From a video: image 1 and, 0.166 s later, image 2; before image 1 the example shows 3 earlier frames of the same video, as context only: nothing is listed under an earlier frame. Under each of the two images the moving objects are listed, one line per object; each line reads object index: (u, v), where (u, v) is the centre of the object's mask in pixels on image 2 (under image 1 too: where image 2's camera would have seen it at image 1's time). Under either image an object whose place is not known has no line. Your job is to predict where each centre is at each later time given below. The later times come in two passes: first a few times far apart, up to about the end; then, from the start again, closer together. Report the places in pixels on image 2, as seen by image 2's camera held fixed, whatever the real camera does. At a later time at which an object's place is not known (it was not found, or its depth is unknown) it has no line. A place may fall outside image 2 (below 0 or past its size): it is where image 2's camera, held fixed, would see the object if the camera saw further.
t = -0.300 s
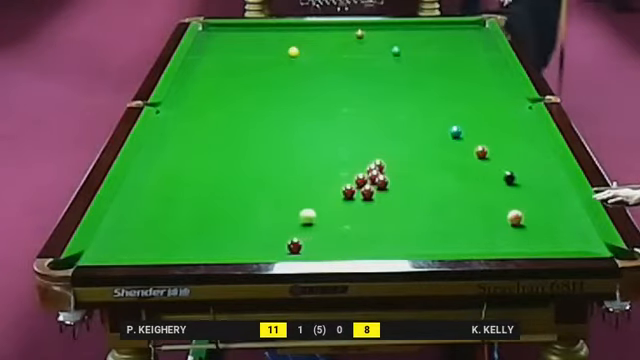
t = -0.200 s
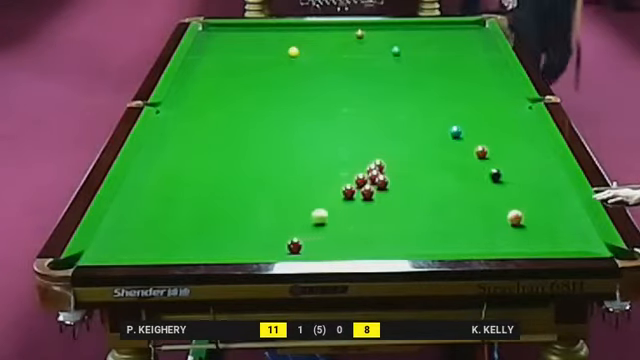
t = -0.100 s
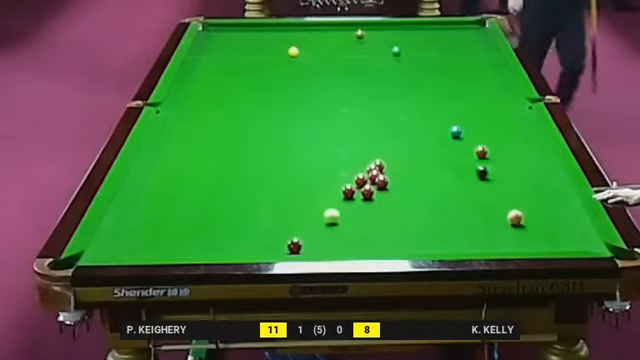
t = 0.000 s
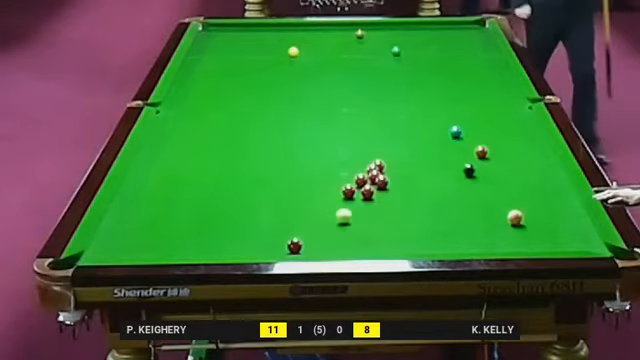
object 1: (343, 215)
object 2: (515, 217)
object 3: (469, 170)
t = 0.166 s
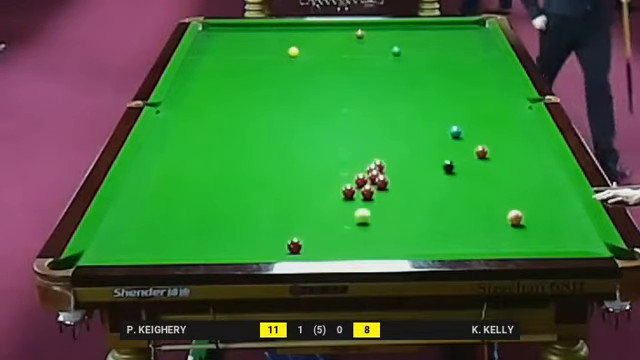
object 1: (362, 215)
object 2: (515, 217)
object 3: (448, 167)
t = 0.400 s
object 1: (387, 215)
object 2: (515, 217)
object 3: (421, 162)
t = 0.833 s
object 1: (428, 214)
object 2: (515, 217)
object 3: (376, 153)
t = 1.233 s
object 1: (461, 215)
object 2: (515, 217)
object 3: (340, 147)
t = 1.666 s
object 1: (491, 214)
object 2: (515, 217)
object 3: (306, 142)
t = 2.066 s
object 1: (503, 214)
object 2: (523, 218)
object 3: (279, 137)
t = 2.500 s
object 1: (506, 214)
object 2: (532, 219)
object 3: (254, 133)
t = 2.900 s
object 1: (506, 214)
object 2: (535, 219)
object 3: (235, 130)
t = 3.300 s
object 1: (506, 214)
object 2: (535, 219)
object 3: (220, 128)
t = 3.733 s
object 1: (506, 214)
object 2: (535, 219)
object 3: (206, 126)
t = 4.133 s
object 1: (506, 214)
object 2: (535, 219)
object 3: (198, 125)
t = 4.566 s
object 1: (506, 214)
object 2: (535, 219)
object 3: (193, 125)
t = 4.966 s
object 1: (506, 214)
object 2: (535, 219)
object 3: (193, 125)
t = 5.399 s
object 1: (506, 214)
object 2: (535, 219)
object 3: (193, 125)
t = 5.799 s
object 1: (506, 214)
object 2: (535, 219)
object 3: (193, 125)
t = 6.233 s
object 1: (506, 214)
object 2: (535, 219)
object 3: (193, 125)
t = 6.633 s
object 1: (506, 214)
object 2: (535, 219)
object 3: (193, 125)
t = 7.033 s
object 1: (506, 214)
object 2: (535, 219)
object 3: (193, 125)
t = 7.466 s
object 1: (506, 214)
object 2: (535, 219)
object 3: (193, 125)
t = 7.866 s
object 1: (506, 214)
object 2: (535, 219)
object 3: (193, 125)
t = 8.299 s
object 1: (506, 214)
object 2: (535, 219)
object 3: (193, 125)
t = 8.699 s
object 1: (506, 214)
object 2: (535, 219)
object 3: (193, 125)
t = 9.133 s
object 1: (506, 214)
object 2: (535, 219)
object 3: (193, 125)
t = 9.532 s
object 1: (506, 214)
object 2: (535, 219)
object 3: (193, 125)
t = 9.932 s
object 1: (506, 214)
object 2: (535, 219)
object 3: (193, 125)
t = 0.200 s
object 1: (365, 215)
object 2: (515, 217)
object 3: (444, 166)
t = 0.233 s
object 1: (369, 215)
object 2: (515, 217)
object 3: (440, 165)
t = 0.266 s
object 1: (373, 215)
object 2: (515, 217)
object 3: (436, 164)
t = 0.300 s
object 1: (377, 215)
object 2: (515, 217)
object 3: (432, 163)
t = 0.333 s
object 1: (380, 215)
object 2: (515, 217)
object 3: (429, 163)
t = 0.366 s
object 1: (383, 215)
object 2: (515, 217)
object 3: (425, 163)
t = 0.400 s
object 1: (387, 215)
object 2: (515, 217)
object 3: (421, 162)
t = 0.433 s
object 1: (390, 215)
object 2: (515, 217)
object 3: (417, 161)
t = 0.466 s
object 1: (393, 215)
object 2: (515, 217)
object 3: (413, 160)
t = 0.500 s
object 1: (397, 215)
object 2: (515, 217)
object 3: (410, 159)
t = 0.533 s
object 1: (400, 215)
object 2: (515, 217)
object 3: (406, 159)
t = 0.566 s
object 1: (403, 215)
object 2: (515, 217)
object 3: (403, 158)
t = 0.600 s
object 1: (407, 215)
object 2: (515, 217)
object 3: (399, 158)
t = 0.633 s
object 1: (410, 215)
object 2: (515, 217)
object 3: (396, 157)
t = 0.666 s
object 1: (413, 215)
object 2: (515, 217)
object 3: (392, 156)
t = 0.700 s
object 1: (416, 214)
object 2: (515, 217)
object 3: (389, 155)
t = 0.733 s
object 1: (419, 214)
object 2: (515, 217)
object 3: (386, 155)
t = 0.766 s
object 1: (422, 215)
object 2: (515, 217)
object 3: (383, 154)
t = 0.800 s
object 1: (425, 215)
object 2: (515, 217)
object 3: (380, 153)
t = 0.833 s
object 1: (428, 214)
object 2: (515, 217)
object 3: (376, 153)
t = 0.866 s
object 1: (431, 214)
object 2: (515, 217)
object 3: (373, 153)
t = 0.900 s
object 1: (434, 214)
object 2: (515, 217)
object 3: (370, 152)
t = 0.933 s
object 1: (437, 215)
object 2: (515, 217)
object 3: (367, 151)
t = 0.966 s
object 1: (439, 215)
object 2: (515, 217)
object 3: (364, 151)
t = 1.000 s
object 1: (442, 215)
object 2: (515, 217)
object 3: (361, 151)
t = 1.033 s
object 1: (445, 214)
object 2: (515, 217)
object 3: (358, 150)
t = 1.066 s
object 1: (448, 214)
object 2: (515, 217)
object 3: (355, 150)
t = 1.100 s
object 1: (450, 215)
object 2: (515, 217)
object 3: (352, 149)
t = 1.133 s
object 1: (453, 214)
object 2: (515, 217)
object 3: (349, 148)
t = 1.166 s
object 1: (456, 215)
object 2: (515, 217)
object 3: (346, 148)
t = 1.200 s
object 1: (458, 214)
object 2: (515, 217)
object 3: (343, 147)
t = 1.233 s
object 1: (461, 215)
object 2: (515, 217)
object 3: (340, 147)
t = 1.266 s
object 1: (463, 215)
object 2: (515, 217)
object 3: (338, 147)
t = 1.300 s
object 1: (466, 215)
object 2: (515, 217)
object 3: (335, 146)
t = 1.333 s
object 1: (468, 215)
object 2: (515, 217)
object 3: (332, 146)
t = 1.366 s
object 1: (471, 215)
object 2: (515, 217)
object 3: (329, 145)
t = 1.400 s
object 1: (473, 214)
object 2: (515, 217)
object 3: (327, 145)
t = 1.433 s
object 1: (475, 215)
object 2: (515, 217)
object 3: (324, 144)
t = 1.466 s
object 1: (478, 215)
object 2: (515, 217)
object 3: (322, 144)
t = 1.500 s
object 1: (480, 215)
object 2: (515, 217)
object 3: (319, 143)
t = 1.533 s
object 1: (483, 215)
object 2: (515, 217)
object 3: (316, 143)
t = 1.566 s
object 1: (484, 215)
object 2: (515, 217)
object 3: (314, 143)
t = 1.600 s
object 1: (487, 215)
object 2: (515, 217)
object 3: (312, 142)
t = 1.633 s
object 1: (489, 215)
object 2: (515, 217)
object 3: (309, 142)
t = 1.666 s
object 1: (491, 214)
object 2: (515, 217)
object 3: (306, 142)
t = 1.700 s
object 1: (493, 214)
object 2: (515, 217)
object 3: (304, 141)
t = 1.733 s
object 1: (495, 214)
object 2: (516, 217)
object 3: (302, 141)
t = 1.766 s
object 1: (497, 215)
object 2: (515, 217)
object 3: (299, 140)
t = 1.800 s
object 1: (499, 214)
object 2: (515, 217)
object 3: (297, 140)
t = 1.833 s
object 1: (500, 214)
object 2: (516, 217)
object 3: (295, 140)
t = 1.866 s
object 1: (501, 214)
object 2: (516, 217)
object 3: (293, 139)
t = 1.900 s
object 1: (501, 214)
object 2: (517, 217)
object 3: (290, 139)
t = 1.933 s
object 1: (502, 214)
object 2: (519, 217)
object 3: (288, 138)
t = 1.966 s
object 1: (502, 214)
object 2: (520, 217)
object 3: (286, 138)
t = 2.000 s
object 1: (503, 214)
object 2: (521, 217)
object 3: (284, 138)
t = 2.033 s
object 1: (503, 214)
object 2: (522, 217)
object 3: (282, 137)
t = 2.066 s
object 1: (503, 214)
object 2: (523, 218)
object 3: (279, 137)
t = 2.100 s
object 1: (504, 214)
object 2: (524, 218)
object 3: (277, 137)
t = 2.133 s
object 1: (504, 214)
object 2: (525, 218)
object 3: (275, 136)
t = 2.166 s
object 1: (505, 214)
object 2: (525, 218)
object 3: (274, 136)
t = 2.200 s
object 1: (505, 214)
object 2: (526, 218)
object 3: (271, 135)
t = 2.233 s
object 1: (505, 214)
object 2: (527, 218)
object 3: (269, 135)
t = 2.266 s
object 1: (505, 214)
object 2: (528, 218)
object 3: (267, 135)
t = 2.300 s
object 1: (505, 214)
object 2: (528, 218)
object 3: (265, 134)
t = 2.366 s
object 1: (506, 214)
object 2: (530, 219)
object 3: (262, 134)
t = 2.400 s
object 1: (506, 214)
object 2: (530, 219)
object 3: (260, 133)
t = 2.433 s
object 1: (506, 214)
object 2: (531, 218)
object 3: (258, 133)
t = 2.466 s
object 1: (506, 214)
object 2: (531, 219)
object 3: (256, 133)
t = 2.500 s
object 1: (506, 214)
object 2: (532, 219)
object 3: (254, 133)
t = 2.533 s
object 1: (506, 214)
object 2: (533, 219)
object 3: (253, 132)
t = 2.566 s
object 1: (506, 214)
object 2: (533, 219)
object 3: (251, 132)
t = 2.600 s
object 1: (506, 214)
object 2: (533, 219)
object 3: (249, 132)
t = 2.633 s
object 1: (506, 214)
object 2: (534, 219)
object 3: (248, 132)
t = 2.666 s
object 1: (506, 214)
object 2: (534, 219)
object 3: (246, 131)
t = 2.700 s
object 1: (506, 214)
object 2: (534, 219)
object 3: (244, 131)
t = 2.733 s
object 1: (506, 214)
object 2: (535, 219)
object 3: (242, 131)
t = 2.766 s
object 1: (506, 214)
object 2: (535, 219)
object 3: (241, 131)
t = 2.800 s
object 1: (506, 214)
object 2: (535, 219)
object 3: (240, 130)
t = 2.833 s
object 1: (506, 214)
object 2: (535, 219)
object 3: (238, 130)
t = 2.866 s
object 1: (506, 214)
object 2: (535, 219)
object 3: (237, 130)
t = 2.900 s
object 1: (506, 214)
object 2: (535, 219)
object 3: (235, 130)
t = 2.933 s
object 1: (506, 214)
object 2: (535, 219)
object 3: (234, 130)
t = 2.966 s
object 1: (506, 214)
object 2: (535, 219)
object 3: (232, 129)
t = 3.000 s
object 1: (506, 214)
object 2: (535, 219)
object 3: (231, 129)
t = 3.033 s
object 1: (506, 214)
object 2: (535, 219)
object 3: (230, 129)
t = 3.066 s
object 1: (506, 214)
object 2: (535, 219)
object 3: (228, 129)
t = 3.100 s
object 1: (506, 214)
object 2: (535, 219)
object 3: (227, 129)
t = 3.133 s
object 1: (506, 214)
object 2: (535, 219)
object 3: (225, 128)
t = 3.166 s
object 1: (506, 214)
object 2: (535, 219)
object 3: (224, 128)
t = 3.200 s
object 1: (506, 214)
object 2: (535, 219)
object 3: (223, 128)
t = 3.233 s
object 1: (506, 214)
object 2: (535, 219)
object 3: (222, 128)
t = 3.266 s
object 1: (506, 214)
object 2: (535, 219)
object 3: (220, 128)
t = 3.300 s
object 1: (506, 214)
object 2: (535, 219)
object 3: (220, 128)
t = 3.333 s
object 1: (506, 214)
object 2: (535, 219)
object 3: (218, 128)
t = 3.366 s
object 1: (506, 214)
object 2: (535, 219)
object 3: (217, 127)
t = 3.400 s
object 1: (506, 214)
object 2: (535, 219)
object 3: (216, 127)
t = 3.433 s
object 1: (506, 214)
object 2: (535, 219)
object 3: (215, 127)
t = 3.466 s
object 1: (506, 214)
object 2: (535, 219)
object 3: (214, 127)
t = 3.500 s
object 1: (506, 214)
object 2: (535, 219)
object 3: (213, 127)
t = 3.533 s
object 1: (506, 214)
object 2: (535, 219)
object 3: (212, 127)
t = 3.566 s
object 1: (506, 214)
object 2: (535, 219)
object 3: (211, 127)
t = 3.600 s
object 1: (506, 214)
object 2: (535, 219)
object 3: (210, 126)
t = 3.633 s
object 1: (506, 214)
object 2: (535, 219)
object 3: (209, 126)
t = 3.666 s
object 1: (506, 214)
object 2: (535, 219)
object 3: (208, 126)
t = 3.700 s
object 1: (506, 214)
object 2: (535, 219)
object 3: (207, 126)
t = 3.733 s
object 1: (506, 214)
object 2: (535, 219)
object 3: (206, 126)
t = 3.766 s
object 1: (506, 214)
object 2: (535, 219)
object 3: (206, 126)
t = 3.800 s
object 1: (506, 214)
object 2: (535, 219)
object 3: (205, 126)
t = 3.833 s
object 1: (506, 214)
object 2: (535, 219)
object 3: (204, 126)
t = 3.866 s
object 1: (506, 214)
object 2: (535, 219)
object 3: (203, 126)
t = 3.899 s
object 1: (506, 214)
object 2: (535, 219)
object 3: (202, 126)
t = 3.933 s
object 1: (506, 214)
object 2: (535, 219)
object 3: (202, 126)
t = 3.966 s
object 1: (506, 214)
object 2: (535, 219)
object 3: (201, 126)
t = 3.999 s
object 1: (506, 214)
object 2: (535, 219)
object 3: (200, 125)
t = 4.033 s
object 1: (506, 214)
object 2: (535, 219)
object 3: (200, 125)
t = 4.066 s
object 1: (506, 214)
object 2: (535, 219)
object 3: (199, 125)
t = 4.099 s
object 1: (506, 214)
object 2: (535, 219)
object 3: (199, 125)
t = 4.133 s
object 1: (506, 214)
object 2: (535, 219)
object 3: (198, 125)
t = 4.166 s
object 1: (506, 214)
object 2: (535, 219)
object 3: (198, 125)
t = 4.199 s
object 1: (506, 214)
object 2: (535, 219)
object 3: (197, 125)
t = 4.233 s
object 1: (506, 214)
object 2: (535, 219)
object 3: (197, 125)
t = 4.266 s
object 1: (506, 214)
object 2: (535, 219)
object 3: (196, 125)
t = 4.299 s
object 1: (506, 214)
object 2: (535, 219)
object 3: (196, 125)
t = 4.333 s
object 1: (506, 214)
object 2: (535, 219)
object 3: (196, 125)
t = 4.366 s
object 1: (506, 214)
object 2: (535, 219)
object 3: (195, 125)
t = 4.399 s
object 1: (506, 214)
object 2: (535, 219)
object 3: (194, 125)
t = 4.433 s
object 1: (506, 214)
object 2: (535, 219)
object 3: (194, 125)
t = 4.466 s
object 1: (506, 214)
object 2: (535, 219)
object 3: (194, 125)
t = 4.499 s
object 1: (506, 214)
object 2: (535, 219)
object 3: (194, 125)
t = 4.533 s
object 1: (506, 214)
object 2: (535, 219)
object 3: (194, 125)
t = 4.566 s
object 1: (506, 214)
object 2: (535, 219)
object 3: (193, 125)
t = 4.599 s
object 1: (506, 214)
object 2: (535, 219)
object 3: (193, 125)
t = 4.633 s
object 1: (506, 214)
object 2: (535, 219)
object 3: (193, 125)
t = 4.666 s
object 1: (506, 214)
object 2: (535, 219)
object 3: (193, 125)
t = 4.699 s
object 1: (506, 214)
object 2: (535, 219)
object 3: (193, 125)
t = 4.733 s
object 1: (506, 214)
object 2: (534, 219)
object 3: (193, 125)
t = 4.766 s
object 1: (506, 214)
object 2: (534, 219)
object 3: (193, 125)
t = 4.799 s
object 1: (506, 214)
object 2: (534, 219)
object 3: (193, 125)
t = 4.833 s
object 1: (506, 214)
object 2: (534, 219)
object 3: (193, 125)
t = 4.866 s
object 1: (506, 214)
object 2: (535, 219)
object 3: (193, 125)
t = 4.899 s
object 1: (506, 214)
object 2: (535, 219)
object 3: (193, 125)
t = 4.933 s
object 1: (506, 214)
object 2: (535, 219)
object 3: (193, 125)
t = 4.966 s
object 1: (506, 214)
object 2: (535, 219)
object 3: (193, 125)
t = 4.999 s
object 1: (506, 214)
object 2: (535, 219)
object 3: (193, 125)
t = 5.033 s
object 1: (506, 214)
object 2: (535, 219)
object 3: (193, 125)
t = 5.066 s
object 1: (506, 214)
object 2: (535, 219)
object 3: (193, 125)
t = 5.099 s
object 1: (506, 214)
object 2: (535, 219)
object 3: (193, 125)
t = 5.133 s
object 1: (506, 214)
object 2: (535, 219)
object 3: (193, 125)
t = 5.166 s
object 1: (506, 214)
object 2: (535, 219)
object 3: (193, 125)
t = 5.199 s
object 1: (506, 214)
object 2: (535, 219)
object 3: (193, 125)
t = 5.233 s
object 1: (506, 214)
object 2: (535, 219)
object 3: (193, 125)
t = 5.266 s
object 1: (506, 214)
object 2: (535, 219)
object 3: (193, 125)
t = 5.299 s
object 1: (506, 214)
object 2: (535, 219)
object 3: (193, 125)
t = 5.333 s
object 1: (506, 214)
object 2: (535, 219)
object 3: (193, 125)
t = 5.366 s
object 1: (506, 214)
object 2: (535, 219)
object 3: (193, 125)
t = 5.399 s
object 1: (506, 214)
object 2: (535, 219)
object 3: (193, 125)
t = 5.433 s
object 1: (506, 214)
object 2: (535, 219)
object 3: (193, 125)
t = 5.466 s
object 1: (506, 214)
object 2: (535, 219)
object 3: (193, 125)
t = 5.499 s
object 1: (506, 214)
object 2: (535, 219)
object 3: (193, 125)
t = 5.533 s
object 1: (506, 214)
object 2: (535, 219)
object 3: (193, 125)
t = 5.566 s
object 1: (506, 214)
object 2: (535, 219)
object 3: (193, 125)
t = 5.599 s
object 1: (506, 214)
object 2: (535, 219)
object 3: (193, 125)
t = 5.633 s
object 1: (506, 214)
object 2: (535, 219)
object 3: (193, 125)
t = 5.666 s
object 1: (506, 214)
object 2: (535, 219)
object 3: (193, 125)
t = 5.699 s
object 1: (506, 214)
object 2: (535, 219)
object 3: (193, 125)
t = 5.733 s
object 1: (506, 214)
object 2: (535, 219)
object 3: (193, 125)
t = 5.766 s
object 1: (506, 214)
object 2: (535, 219)
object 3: (193, 125)
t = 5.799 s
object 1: (506, 214)
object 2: (535, 219)
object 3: (193, 125)
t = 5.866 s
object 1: (506, 214)
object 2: (535, 219)
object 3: (193, 125)
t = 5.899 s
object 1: (506, 214)
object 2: (535, 219)
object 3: (193, 125)
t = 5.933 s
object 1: (506, 214)
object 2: (535, 219)
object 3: (193, 125)
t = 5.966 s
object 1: (506, 214)
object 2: (535, 219)
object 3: (193, 125)
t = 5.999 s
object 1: (506, 214)
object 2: (535, 219)
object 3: (193, 125)
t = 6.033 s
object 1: (506, 214)
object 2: (535, 219)
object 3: (193, 125)
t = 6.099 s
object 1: (506, 214)
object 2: (535, 219)
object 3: (193, 125)
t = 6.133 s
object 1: (506, 214)
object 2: (535, 219)
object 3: (193, 125)
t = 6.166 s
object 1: (506, 214)
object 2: (535, 219)
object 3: (193, 125)
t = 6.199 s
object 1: (506, 214)
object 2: (535, 219)
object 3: (193, 125)
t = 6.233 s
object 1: (506, 214)
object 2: (535, 219)
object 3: (193, 125)
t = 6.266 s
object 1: (506, 214)
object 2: (535, 219)
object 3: (193, 125)
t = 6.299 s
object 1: (506, 214)
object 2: (535, 219)
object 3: (193, 125)
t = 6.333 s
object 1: (506, 214)
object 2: (535, 219)
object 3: (193, 125)
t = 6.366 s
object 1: (506, 214)
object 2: (535, 219)
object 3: (193, 125)
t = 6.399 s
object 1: (506, 214)
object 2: (535, 219)
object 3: (193, 125)
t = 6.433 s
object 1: (506, 214)
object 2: (535, 219)
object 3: (193, 125)
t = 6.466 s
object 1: (506, 214)
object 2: (535, 219)
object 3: (193, 125)
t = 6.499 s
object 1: (506, 214)
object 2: (535, 219)
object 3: (193, 125)
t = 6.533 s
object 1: (506, 214)
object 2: (535, 219)
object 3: (193, 125)
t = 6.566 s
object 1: (506, 214)
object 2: (535, 219)
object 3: (193, 125)
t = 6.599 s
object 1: (506, 214)
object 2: (535, 219)
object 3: (193, 125)
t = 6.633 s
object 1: (506, 214)
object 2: (535, 219)
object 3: (193, 125)
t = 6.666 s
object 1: (506, 214)
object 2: (535, 219)
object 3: (193, 125)
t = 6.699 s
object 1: (506, 214)
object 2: (535, 219)
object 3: (193, 125)
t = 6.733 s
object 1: (506, 214)
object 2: (535, 219)
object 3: (193, 125)
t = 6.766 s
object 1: (506, 214)
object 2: (535, 219)
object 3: (193, 125)
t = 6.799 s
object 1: (506, 214)
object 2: (535, 219)
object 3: (193, 125)
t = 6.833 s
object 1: (506, 214)
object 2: (535, 219)
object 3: (193, 125)
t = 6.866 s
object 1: (506, 214)
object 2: (535, 219)
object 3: (193, 125)
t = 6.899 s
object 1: (506, 214)
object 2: (535, 219)
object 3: (193, 125)
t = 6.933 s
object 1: (506, 214)
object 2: (535, 219)
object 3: (193, 125)
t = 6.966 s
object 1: (506, 214)
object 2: (535, 219)
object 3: (193, 125)
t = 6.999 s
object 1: (506, 214)
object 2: (535, 219)
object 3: (193, 125)
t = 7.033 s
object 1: (506, 214)
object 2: (535, 219)
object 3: (193, 125)
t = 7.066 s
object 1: (506, 214)
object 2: (535, 219)
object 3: (193, 125)
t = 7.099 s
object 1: (506, 214)
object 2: (535, 219)
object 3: (193, 125)
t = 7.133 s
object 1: (506, 214)
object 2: (535, 219)
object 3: (193, 125)
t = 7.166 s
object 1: (506, 214)
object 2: (535, 219)
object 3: (193, 125)
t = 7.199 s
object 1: (506, 214)
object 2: (535, 219)
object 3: (193, 125)
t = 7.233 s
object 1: (506, 214)
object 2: (535, 219)
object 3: (193, 125)
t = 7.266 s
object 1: (506, 214)
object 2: (535, 219)
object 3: (193, 125)
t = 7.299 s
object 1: (506, 214)
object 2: (535, 219)
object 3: (193, 125)
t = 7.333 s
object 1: (506, 214)
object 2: (535, 219)
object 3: (193, 125)
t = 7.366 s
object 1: (506, 214)
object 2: (535, 219)
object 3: (193, 125)
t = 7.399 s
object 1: (506, 214)
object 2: (535, 219)
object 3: (193, 125)
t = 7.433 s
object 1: (506, 214)
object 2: (535, 219)
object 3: (193, 125)
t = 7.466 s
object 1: (506, 214)
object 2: (535, 219)
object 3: (193, 125)
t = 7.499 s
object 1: (506, 214)
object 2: (535, 219)
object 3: (193, 125)
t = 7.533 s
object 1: (506, 214)
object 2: (535, 219)
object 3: (193, 125)
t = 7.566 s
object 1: (506, 214)
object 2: (535, 219)
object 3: (193, 125)
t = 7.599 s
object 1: (506, 214)
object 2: (535, 219)
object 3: (193, 125)
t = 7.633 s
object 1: (506, 214)
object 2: (535, 219)
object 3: (193, 125)
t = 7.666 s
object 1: (506, 214)
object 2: (535, 219)
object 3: (193, 125)
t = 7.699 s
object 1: (506, 214)
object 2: (535, 219)
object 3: (193, 125)
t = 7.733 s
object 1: (506, 214)
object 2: (535, 219)
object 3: (193, 125)
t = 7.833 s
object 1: (506, 214)
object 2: (535, 219)
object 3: (193, 125)
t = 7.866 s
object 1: (506, 214)
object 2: (535, 219)
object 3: (193, 125)
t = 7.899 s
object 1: (506, 214)
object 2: (535, 219)
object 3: (193, 125)
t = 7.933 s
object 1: (506, 214)
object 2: (535, 219)
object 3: (193, 125)
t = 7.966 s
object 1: (506, 214)
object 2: (535, 219)
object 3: (193, 125)
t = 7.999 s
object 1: (506, 214)
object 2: (535, 219)
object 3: (193, 125)
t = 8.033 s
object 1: (506, 214)
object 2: (535, 219)
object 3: (193, 125)
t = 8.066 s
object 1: (506, 214)
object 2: (535, 219)
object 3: (193, 125)
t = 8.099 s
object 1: (506, 214)
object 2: (535, 219)
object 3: (193, 125)
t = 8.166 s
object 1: (506, 214)
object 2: (535, 219)
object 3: (193, 125)
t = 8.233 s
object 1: (506, 214)
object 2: (535, 219)
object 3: (193, 125)
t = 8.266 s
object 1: (506, 214)
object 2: (535, 219)
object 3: (193, 125)
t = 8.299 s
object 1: (506, 214)
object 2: (535, 219)
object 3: (193, 125)
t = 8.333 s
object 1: (506, 214)
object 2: (535, 219)
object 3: (193, 125)
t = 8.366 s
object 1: (506, 214)
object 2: (535, 219)
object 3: (193, 125)
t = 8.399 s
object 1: (506, 214)
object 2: (535, 219)
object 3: (193, 125)
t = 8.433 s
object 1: (506, 214)
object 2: (535, 219)
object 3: (193, 125)
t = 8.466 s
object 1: (506, 214)
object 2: (535, 219)
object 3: (193, 125)
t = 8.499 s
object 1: (506, 214)
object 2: (535, 219)
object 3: (193, 125)
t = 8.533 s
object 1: (506, 214)
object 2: (535, 219)
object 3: (193, 125)
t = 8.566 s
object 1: (506, 214)
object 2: (535, 219)
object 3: (193, 125)
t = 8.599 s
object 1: (506, 214)
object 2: (535, 219)
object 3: (193, 125)
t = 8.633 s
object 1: (506, 214)
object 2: (535, 219)
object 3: (193, 125)
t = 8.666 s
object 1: (506, 214)
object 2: (535, 219)
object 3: (193, 125)
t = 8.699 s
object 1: (506, 214)
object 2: (535, 219)
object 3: (193, 125)
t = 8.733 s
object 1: (506, 214)
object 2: (535, 219)
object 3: (193, 125)
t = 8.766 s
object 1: (506, 214)
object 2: (535, 219)
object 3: (193, 125)
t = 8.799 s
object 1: (506, 214)
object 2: (535, 219)
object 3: (193, 125)
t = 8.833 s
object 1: (506, 214)
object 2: (535, 219)
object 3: (193, 125)
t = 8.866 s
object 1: (506, 214)
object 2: (535, 219)
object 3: (193, 125)
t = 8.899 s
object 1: (506, 214)
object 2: (535, 219)
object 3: (193, 125)
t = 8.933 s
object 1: (506, 214)
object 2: (535, 219)
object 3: (193, 125)
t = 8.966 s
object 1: (506, 214)
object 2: (535, 219)
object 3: (193, 125)
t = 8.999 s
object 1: (506, 214)
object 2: (535, 219)
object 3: (193, 125)
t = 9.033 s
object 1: (506, 214)
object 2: (535, 219)
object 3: (193, 125)
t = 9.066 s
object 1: (506, 214)
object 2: (535, 219)
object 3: (193, 125)
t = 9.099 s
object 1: (506, 214)
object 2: (535, 219)
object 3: (193, 125)
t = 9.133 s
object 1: (506, 214)
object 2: (535, 219)
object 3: (193, 125)
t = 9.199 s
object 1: (506, 214)
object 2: (535, 219)
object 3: (193, 125)
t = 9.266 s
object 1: (506, 214)
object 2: (535, 219)
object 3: (193, 125)
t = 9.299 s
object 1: (506, 214)
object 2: (535, 219)
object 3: (193, 125)
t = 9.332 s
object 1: (506, 214)
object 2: (535, 219)
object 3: (193, 125)
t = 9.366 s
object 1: (506, 214)
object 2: (535, 219)
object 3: (193, 125)
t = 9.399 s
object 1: (506, 214)
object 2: (535, 219)
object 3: (193, 125)
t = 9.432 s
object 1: (506, 214)
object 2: (535, 219)
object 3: (193, 125)
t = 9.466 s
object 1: (506, 214)
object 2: (535, 219)
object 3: (193, 125)
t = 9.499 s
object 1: (506, 214)
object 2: (535, 219)
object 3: (193, 125)
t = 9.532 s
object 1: (506, 214)
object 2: (535, 219)
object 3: (193, 125)
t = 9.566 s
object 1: (506, 214)
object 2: (535, 219)
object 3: (193, 125)
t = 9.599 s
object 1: (506, 214)
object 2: (535, 219)
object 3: (193, 125)
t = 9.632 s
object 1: (506, 214)
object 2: (535, 219)
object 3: (193, 125)
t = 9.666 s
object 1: (506, 214)
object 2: (535, 219)
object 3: (193, 125)
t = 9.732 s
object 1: (506, 214)
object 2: (535, 219)
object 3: (193, 125)
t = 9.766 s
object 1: (506, 214)
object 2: (535, 219)
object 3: (193, 125)
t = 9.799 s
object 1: (506, 214)
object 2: (535, 219)
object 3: (193, 125)
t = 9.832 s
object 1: (506, 214)
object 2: (535, 219)
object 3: (193, 125)
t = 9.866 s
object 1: (506, 214)
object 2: (535, 219)
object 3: (193, 125)
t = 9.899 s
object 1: (506, 214)
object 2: (535, 219)
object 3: (193, 125)
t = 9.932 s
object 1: (506, 214)
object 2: (535, 219)
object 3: (193, 125)
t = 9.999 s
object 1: (506, 214)
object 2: (535, 219)
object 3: (193, 125)
